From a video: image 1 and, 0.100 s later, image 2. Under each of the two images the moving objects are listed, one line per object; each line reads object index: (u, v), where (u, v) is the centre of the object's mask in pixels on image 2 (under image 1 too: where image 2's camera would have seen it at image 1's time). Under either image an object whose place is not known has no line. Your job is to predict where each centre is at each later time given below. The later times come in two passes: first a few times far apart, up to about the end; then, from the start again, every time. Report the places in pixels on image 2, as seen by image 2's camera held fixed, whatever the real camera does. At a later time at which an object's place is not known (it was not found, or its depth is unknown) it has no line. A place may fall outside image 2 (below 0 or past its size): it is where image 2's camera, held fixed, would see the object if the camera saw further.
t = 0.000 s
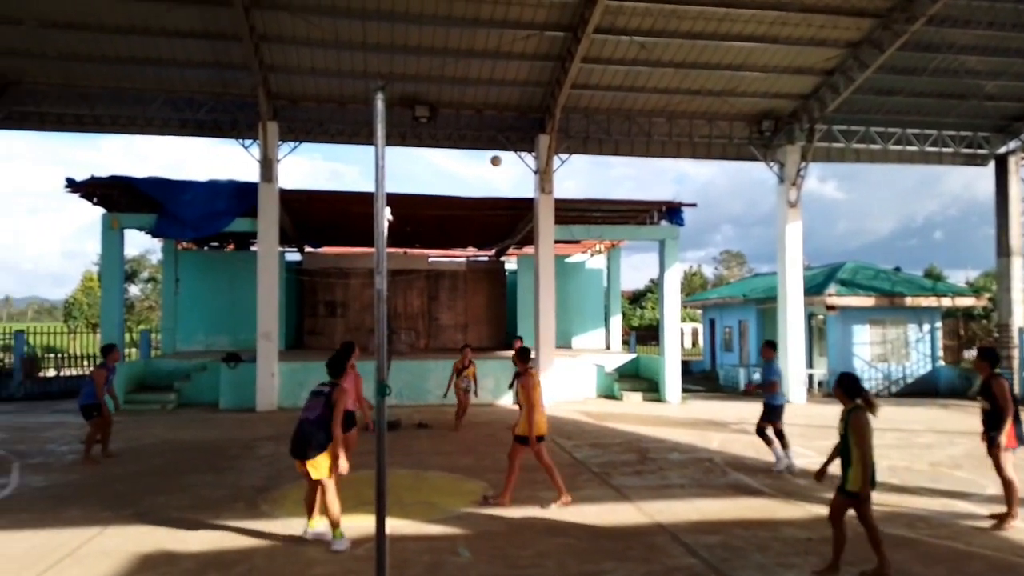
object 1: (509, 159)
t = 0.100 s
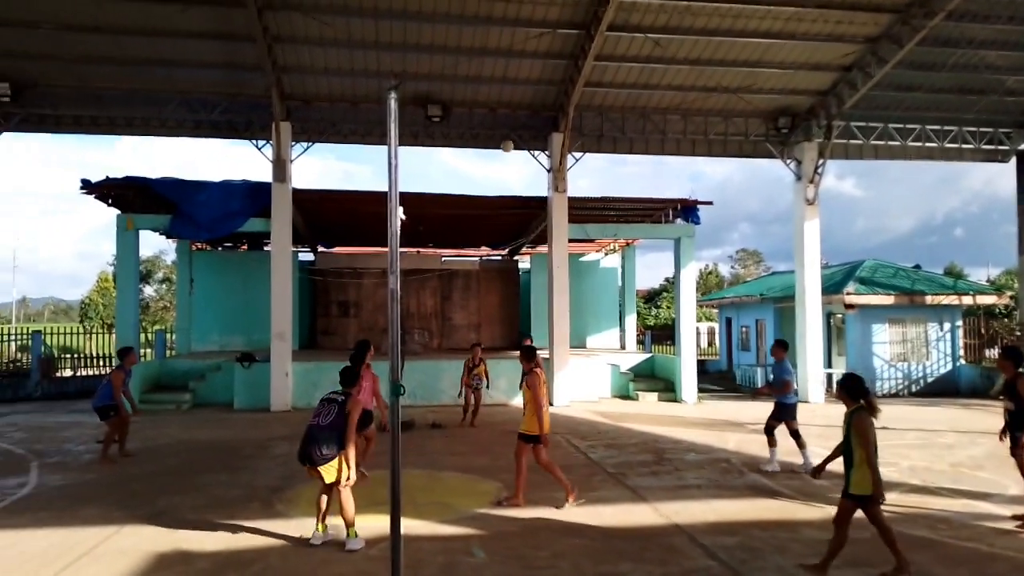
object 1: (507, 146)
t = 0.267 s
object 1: (503, 136)
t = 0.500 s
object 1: (499, 151)
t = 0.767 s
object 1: (495, 207)
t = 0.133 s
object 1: (506, 142)
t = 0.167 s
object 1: (505, 140)
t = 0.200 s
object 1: (505, 138)
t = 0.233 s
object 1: (504, 137)
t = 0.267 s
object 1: (503, 136)
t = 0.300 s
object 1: (502, 136)
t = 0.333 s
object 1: (502, 137)
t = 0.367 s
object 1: (502, 138)
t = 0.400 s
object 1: (500, 140)
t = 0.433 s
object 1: (500, 143)
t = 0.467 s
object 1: (500, 146)
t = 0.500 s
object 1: (499, 151)
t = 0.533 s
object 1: (498, 155)
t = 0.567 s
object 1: (498, 161)
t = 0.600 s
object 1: (497, 167)
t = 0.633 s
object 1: (497, 174)
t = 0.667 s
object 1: (496, 181)
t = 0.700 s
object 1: (496, 189)
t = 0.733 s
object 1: (496, 198)
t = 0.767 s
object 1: (495, 207)
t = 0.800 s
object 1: (495, 217)
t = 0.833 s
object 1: (495, 227)
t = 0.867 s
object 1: (494, 238)
